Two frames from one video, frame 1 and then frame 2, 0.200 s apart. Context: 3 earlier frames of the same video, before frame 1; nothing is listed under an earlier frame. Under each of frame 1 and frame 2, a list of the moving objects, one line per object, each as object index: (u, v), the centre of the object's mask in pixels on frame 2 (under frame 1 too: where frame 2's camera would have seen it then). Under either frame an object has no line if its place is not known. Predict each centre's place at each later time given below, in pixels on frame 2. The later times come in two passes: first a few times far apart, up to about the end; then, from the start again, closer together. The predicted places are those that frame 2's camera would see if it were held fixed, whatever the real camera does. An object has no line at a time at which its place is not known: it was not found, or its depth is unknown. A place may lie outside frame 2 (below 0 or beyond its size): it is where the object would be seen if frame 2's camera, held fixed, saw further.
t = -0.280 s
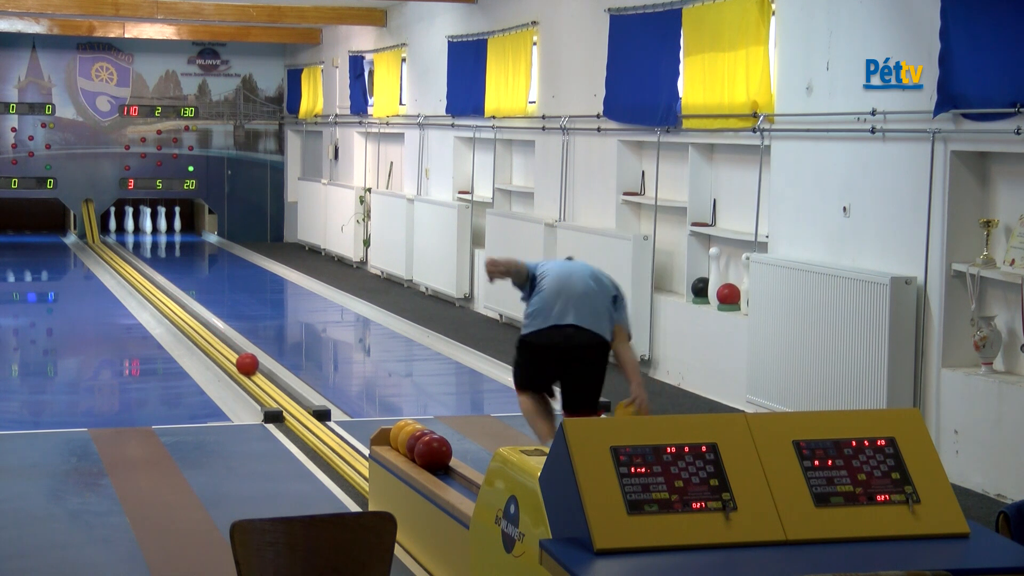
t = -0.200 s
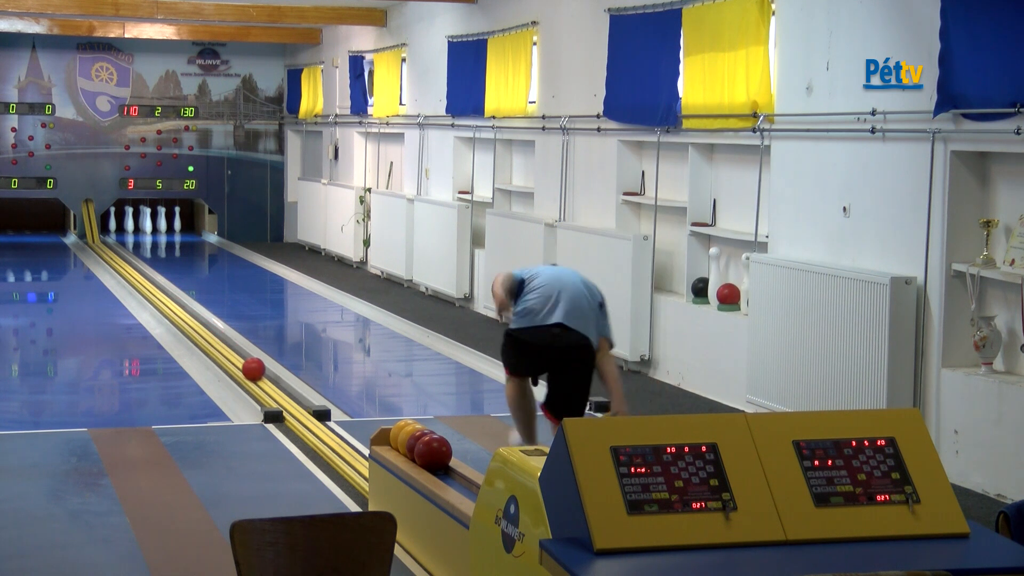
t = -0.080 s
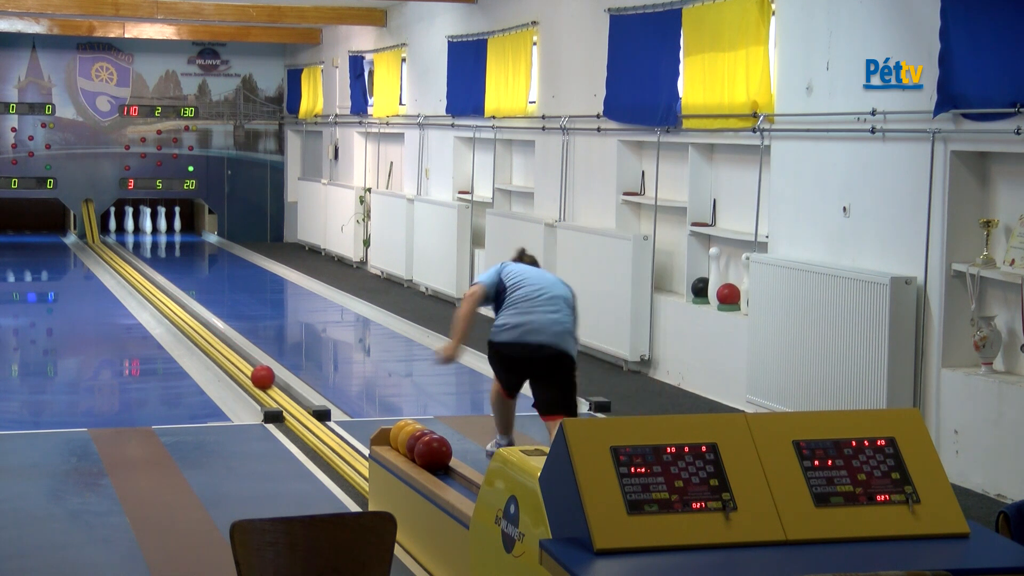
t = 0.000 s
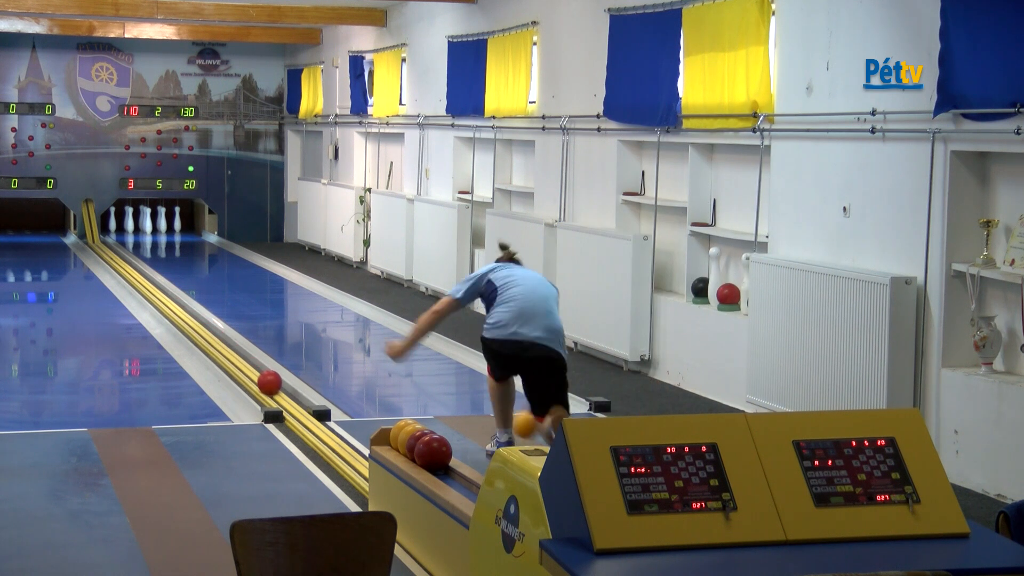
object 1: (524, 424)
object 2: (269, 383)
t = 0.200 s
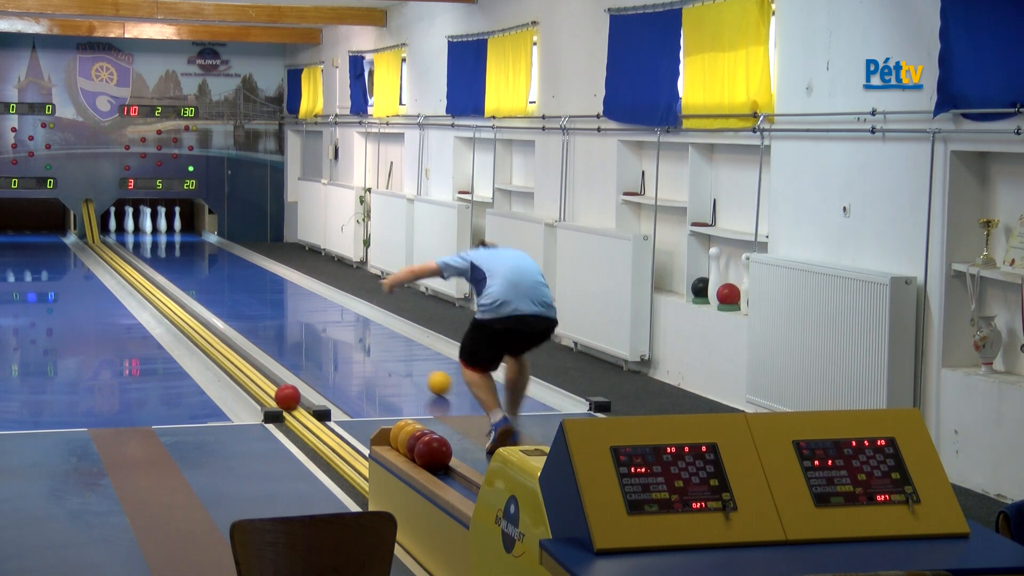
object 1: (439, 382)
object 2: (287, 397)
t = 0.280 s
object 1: (411, 367)
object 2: (295, 404)
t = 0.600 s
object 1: (327, 322)
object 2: (330, 432)
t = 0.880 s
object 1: (276, 295)
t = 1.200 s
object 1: (233, 272)
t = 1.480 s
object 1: (203, 257)
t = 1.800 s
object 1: (177, 243)
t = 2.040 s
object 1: (160, 235)
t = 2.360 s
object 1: (137, 227)
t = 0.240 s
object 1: (424, 375)
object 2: (291, 400)
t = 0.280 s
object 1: (411, 367)
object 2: (295, 404)
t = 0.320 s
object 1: (398, 361)
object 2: (299, 407)
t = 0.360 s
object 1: (386, 354)
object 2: (303, 410)
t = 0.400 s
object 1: (375, 348)
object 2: (308, 414)
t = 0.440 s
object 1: (365, 343)
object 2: (312, 417)
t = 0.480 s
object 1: (355, 337)
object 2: (316, 421)
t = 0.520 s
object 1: (345, 332)
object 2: (321, 424)
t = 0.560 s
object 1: (335, 326)
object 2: (325, 428)
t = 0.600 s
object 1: (327, 322)
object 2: (330, 432)
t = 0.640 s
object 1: (318, 318)
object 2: (335, 436)
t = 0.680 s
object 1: (311, 314)
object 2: (339, 440)
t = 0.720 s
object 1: (303, 310)
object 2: (344, 444)
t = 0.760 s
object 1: (296, 306)
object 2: (349, 448)
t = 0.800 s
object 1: (289, 302)
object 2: (354, 453)
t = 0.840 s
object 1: (282, 298)
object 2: (358, 457)
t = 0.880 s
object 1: (276, 295)
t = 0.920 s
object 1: (270, 291)
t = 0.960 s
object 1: (264, 288)
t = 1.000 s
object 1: (258, 286)
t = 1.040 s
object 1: (253, 283)
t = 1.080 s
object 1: (247, 280)
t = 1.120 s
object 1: (242, 277)
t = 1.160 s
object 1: (237, 274)
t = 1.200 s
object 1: (233, 272)
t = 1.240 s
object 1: (228, 269)
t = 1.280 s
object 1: (224, 267)
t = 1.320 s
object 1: (219, 265)
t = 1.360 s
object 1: (215, 263)
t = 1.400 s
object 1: (211, 261)
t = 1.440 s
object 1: (207, 259)
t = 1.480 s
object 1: (203, 257)
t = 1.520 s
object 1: (199, 255)
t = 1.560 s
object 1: (196, 253)
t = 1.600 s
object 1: (193, 251)
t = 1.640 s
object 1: (189, 249)
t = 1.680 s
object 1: (186, 248)
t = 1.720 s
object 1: (183, 246)
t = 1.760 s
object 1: (180, 245)
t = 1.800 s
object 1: (177, 243)
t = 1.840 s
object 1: (173, 242)
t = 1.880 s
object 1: (170, 240)
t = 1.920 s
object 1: (168, 239)
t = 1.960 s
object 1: (166, 238)
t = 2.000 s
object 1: (163, 236)
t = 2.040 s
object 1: (160, 235)
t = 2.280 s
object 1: (145, 228)
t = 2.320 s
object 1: (140, 228)
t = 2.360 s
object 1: (137, 227)
